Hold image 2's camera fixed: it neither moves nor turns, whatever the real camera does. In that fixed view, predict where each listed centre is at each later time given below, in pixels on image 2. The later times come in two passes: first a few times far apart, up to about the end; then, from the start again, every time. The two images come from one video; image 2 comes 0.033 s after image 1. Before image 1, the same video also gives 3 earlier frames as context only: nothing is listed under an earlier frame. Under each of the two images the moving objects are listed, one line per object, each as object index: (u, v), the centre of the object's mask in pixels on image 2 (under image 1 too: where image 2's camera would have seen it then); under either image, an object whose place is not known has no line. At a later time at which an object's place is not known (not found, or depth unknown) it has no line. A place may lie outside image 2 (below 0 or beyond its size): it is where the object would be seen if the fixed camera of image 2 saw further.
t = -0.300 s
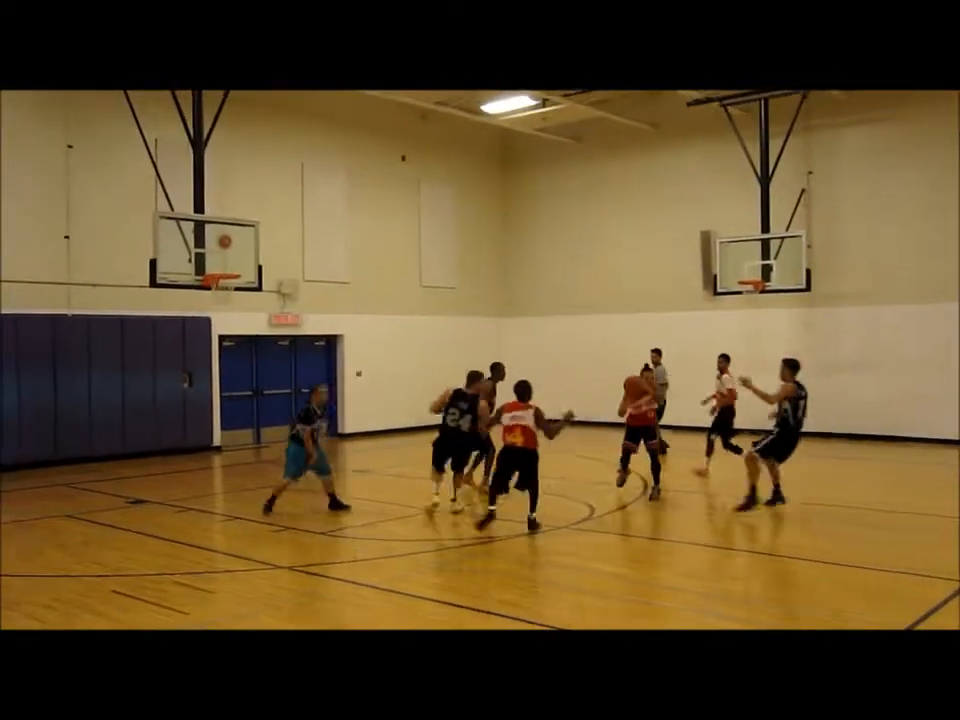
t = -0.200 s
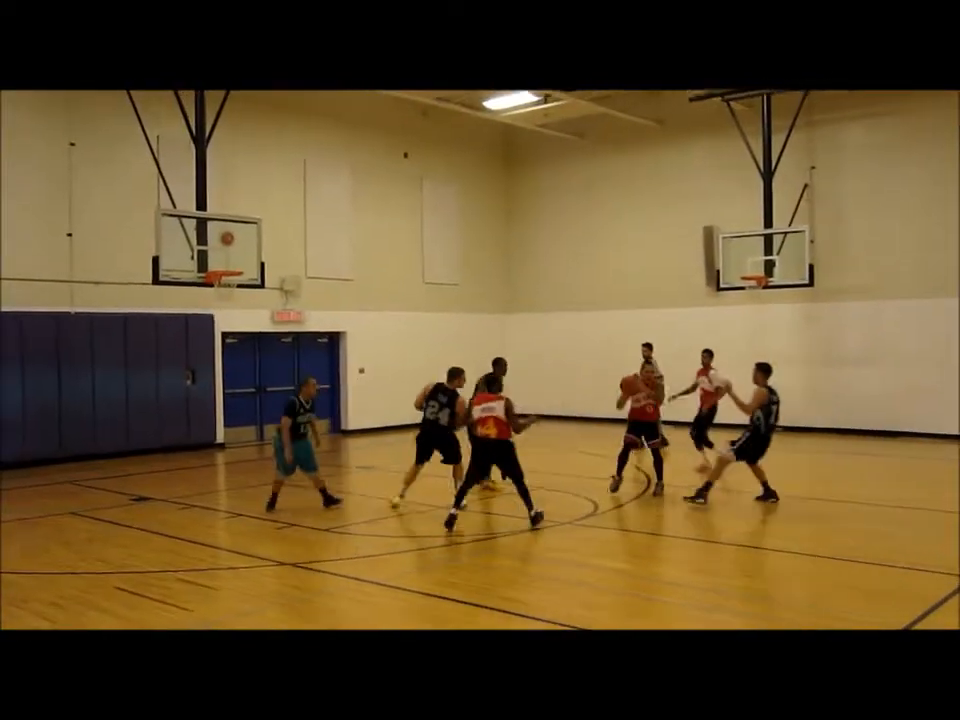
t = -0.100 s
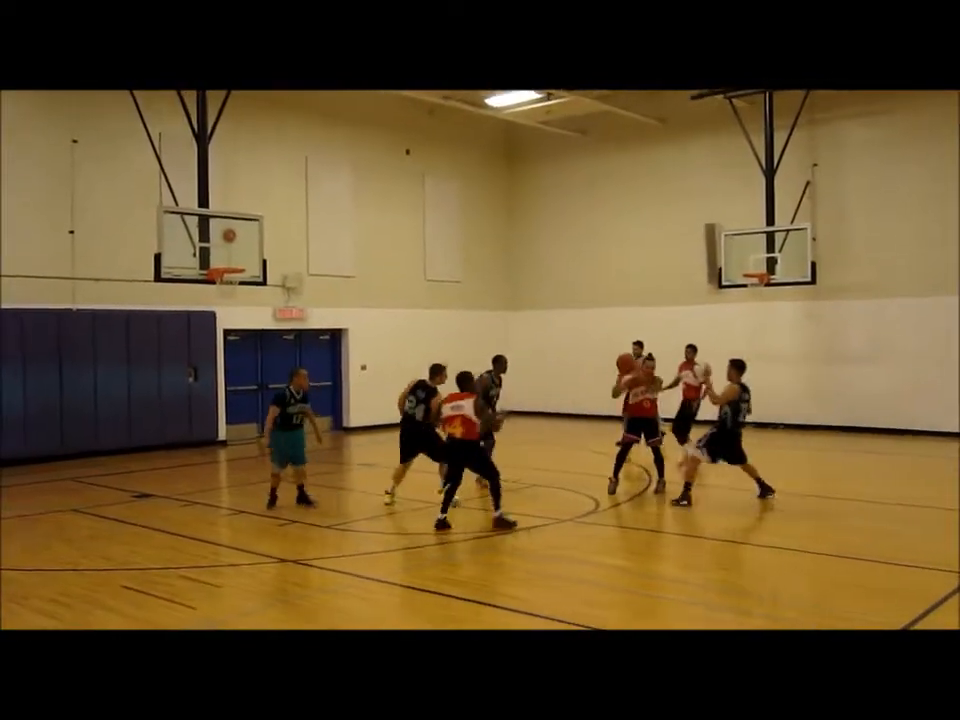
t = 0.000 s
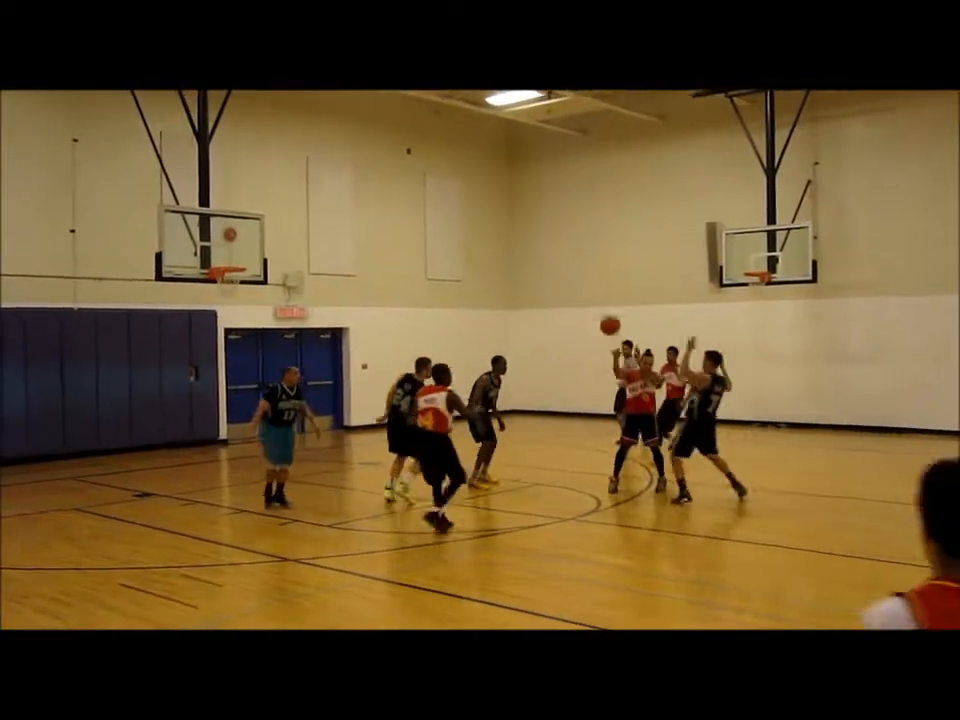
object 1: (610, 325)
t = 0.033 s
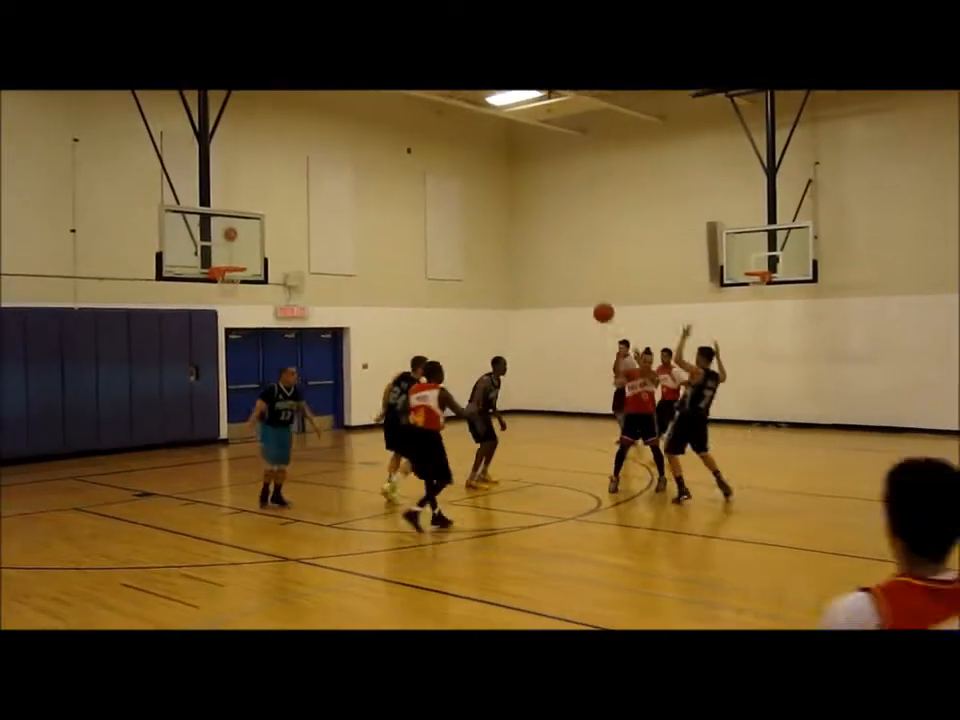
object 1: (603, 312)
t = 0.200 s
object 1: (565, 258)
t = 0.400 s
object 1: (509, 219)
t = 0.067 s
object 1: (596, 300)
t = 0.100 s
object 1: (588, 289)
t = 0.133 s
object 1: (581, 278)
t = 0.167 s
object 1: (573, 268)
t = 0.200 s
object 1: (565, 258)
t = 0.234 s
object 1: (556, 250)
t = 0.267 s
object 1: (548, 240)
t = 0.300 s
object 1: (539, 234)
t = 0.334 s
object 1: (530, 229)
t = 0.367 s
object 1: (519, 224)
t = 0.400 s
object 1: (509, 219)
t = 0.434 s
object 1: (499, 216)
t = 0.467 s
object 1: (487, 213)
